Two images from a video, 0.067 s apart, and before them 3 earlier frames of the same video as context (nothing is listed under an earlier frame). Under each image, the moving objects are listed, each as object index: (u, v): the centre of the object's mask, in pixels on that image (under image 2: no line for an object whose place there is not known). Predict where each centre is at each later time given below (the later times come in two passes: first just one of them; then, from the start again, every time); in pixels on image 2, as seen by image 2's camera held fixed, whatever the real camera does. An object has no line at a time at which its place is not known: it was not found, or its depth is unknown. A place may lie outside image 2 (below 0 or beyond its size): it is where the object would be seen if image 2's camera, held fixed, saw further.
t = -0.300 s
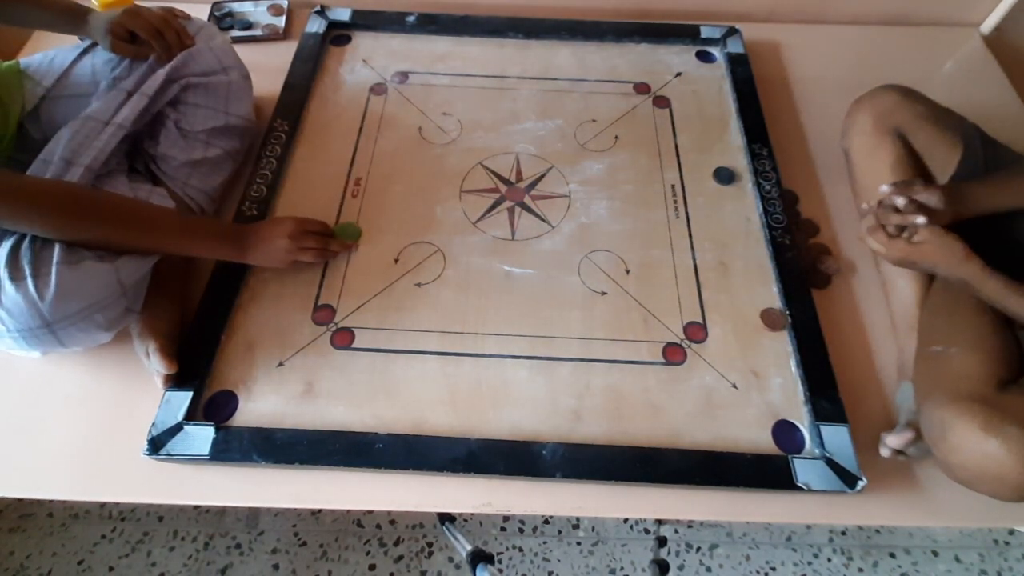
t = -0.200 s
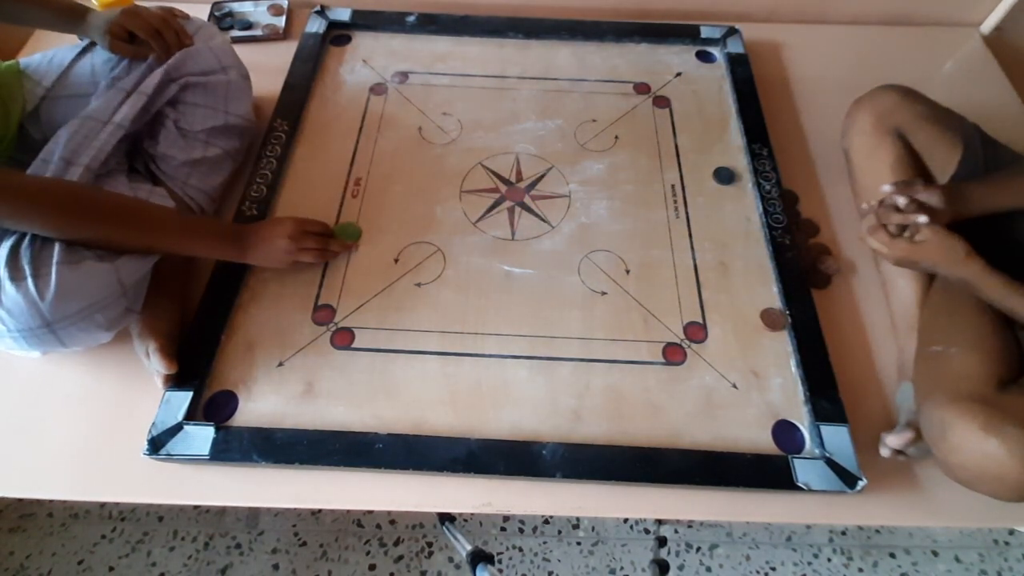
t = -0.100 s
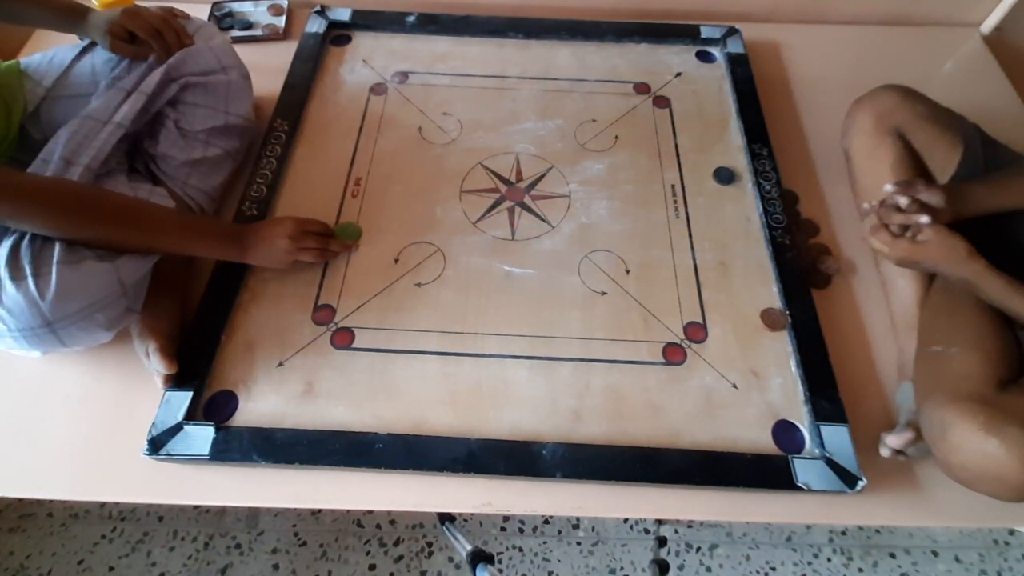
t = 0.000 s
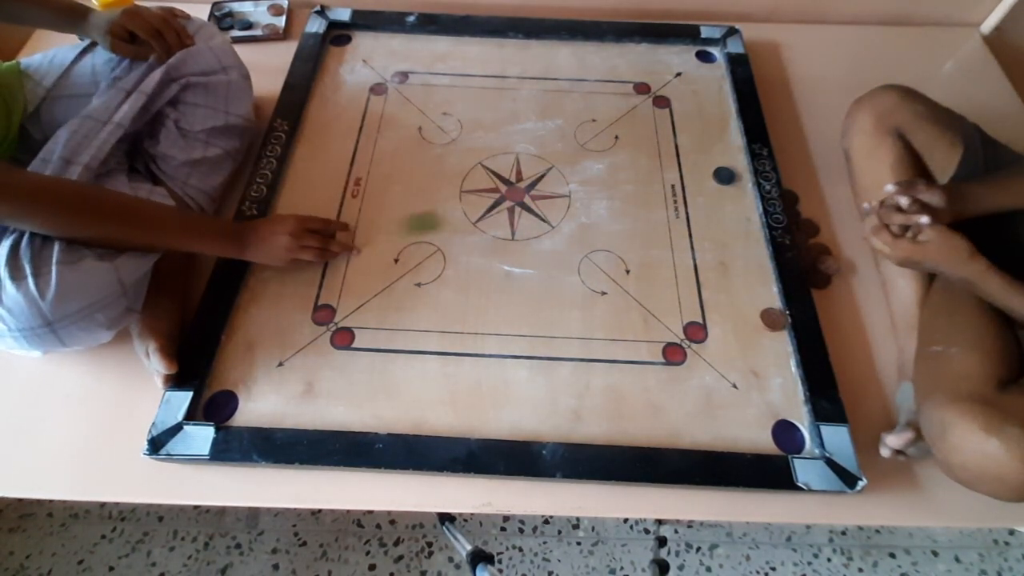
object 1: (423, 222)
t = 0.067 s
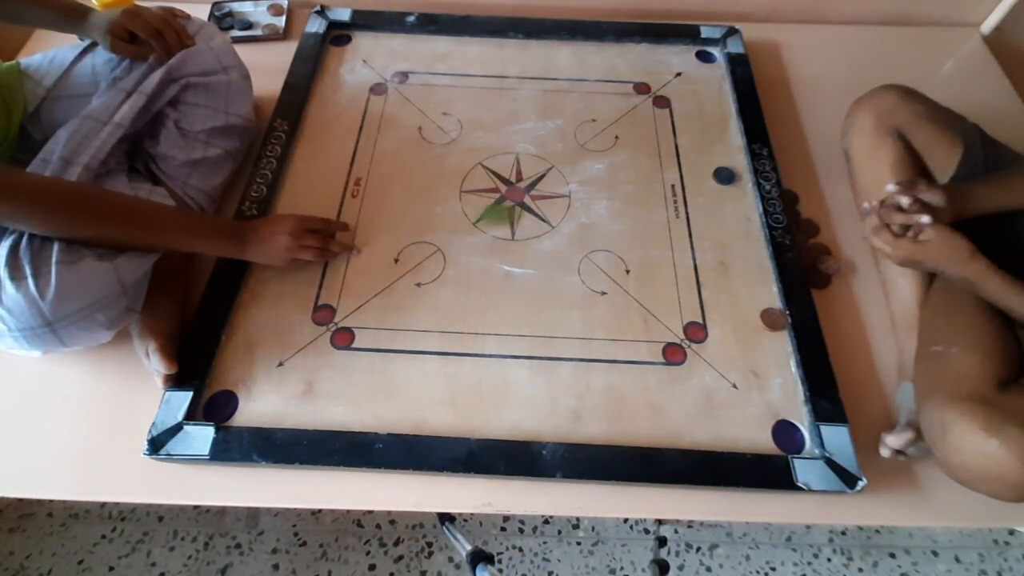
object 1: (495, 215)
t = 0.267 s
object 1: (696, 193)
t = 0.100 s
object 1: (531, 210)
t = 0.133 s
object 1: (569, 206)
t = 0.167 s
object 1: (601, 202)
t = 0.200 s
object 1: (631, 199)
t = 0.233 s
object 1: (662, 195)
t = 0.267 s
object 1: (696, 193)
